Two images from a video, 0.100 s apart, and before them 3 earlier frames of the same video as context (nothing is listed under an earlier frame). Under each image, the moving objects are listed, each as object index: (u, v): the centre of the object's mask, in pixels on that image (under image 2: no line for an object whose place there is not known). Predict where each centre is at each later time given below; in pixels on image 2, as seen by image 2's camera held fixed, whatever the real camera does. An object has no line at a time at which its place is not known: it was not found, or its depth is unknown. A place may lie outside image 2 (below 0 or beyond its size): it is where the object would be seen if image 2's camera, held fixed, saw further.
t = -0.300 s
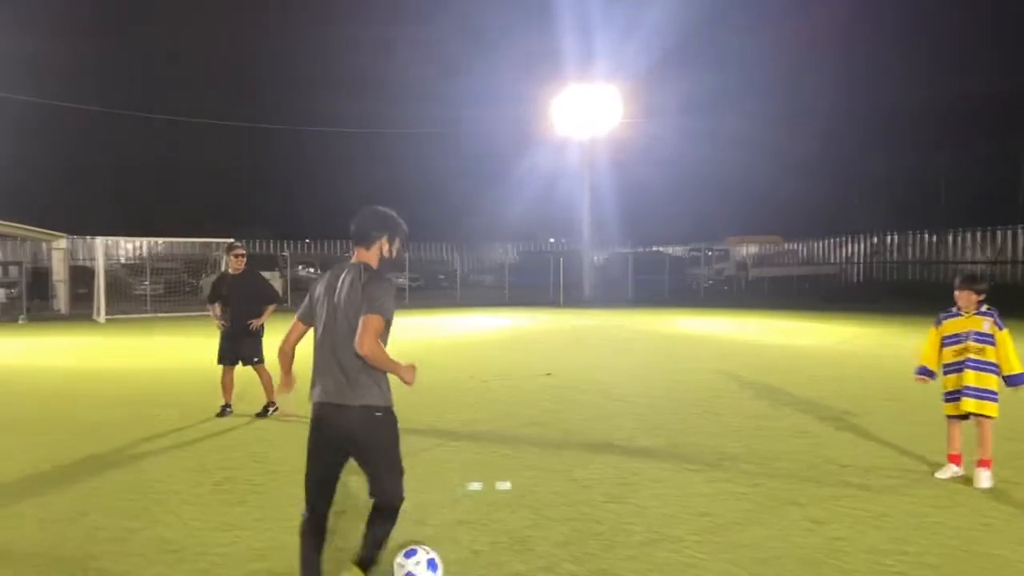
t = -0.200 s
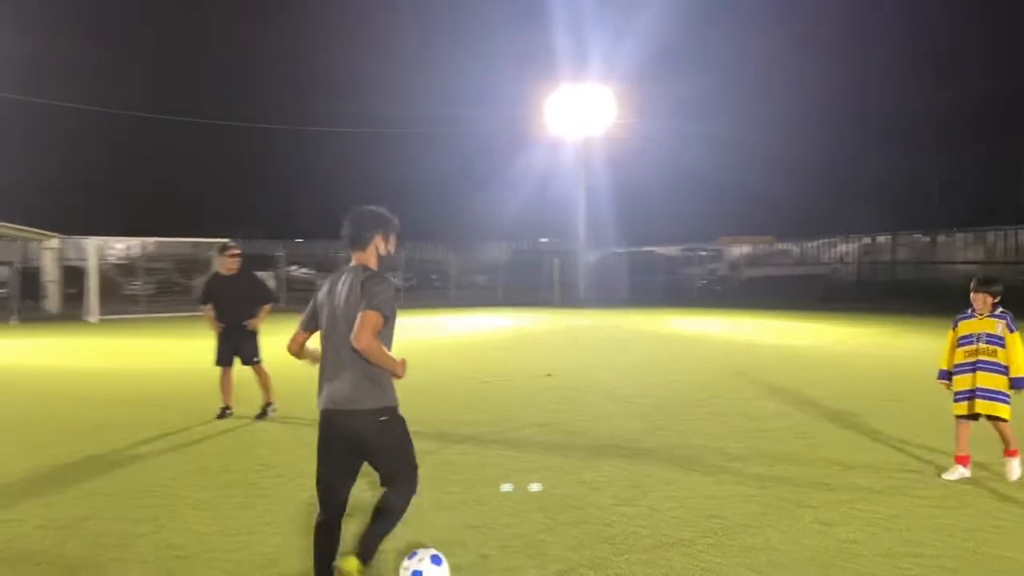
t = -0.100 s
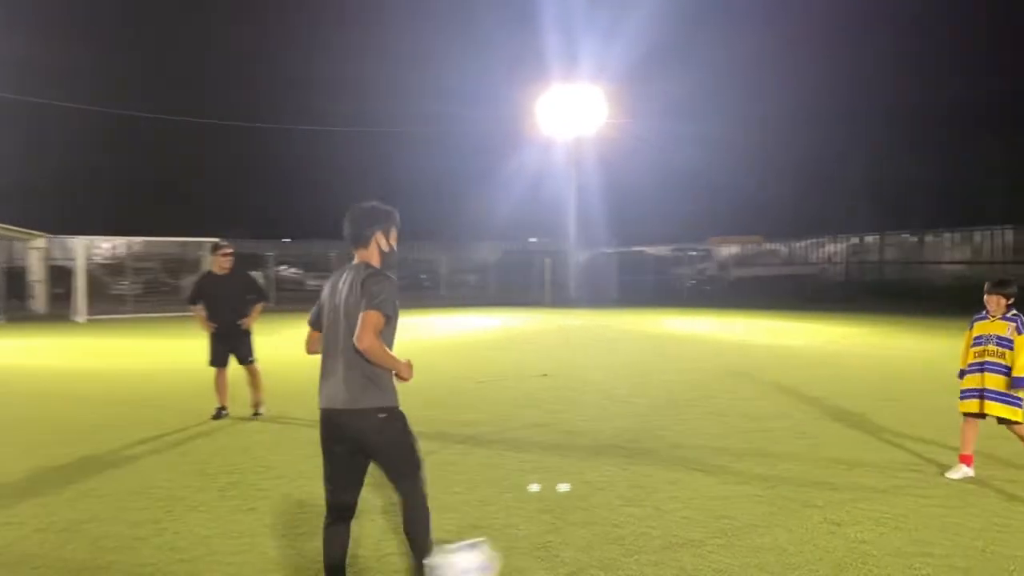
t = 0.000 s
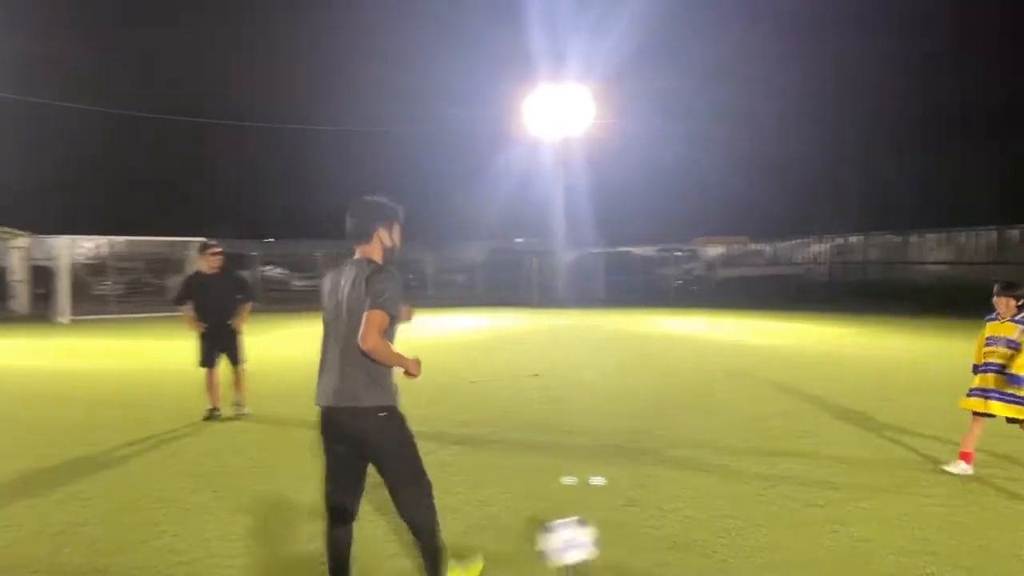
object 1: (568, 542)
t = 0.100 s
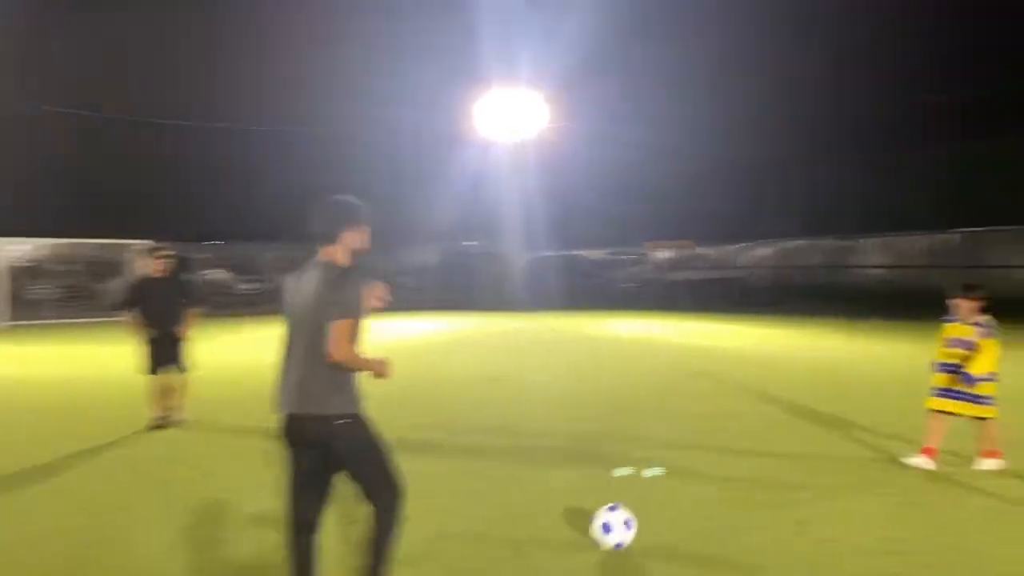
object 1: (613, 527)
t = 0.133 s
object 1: (633, 520)
